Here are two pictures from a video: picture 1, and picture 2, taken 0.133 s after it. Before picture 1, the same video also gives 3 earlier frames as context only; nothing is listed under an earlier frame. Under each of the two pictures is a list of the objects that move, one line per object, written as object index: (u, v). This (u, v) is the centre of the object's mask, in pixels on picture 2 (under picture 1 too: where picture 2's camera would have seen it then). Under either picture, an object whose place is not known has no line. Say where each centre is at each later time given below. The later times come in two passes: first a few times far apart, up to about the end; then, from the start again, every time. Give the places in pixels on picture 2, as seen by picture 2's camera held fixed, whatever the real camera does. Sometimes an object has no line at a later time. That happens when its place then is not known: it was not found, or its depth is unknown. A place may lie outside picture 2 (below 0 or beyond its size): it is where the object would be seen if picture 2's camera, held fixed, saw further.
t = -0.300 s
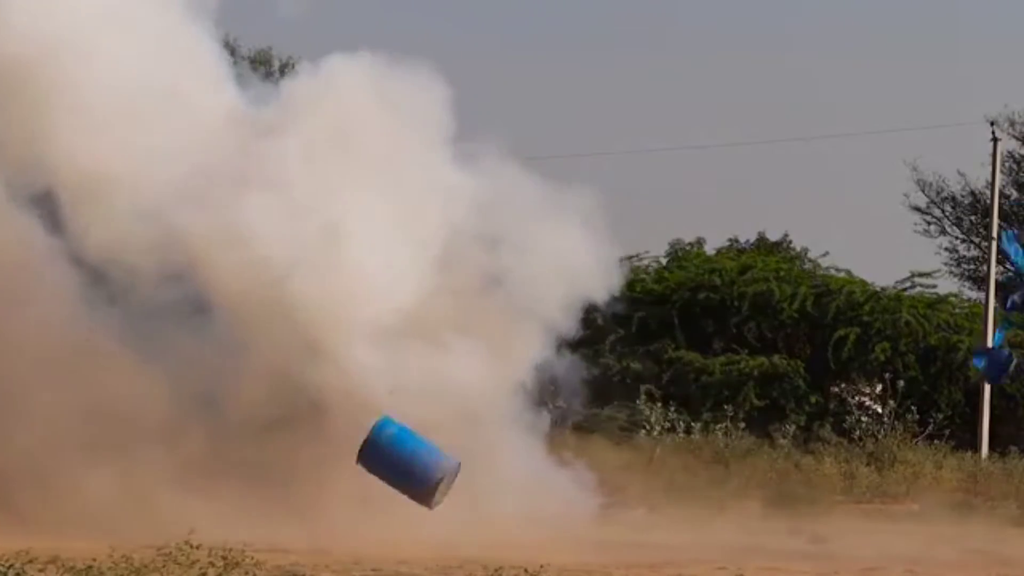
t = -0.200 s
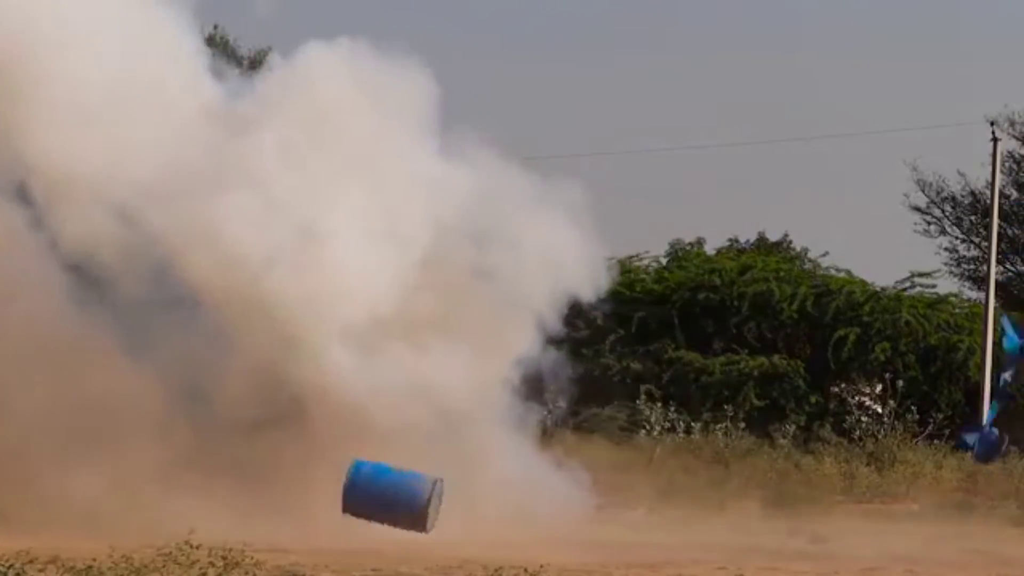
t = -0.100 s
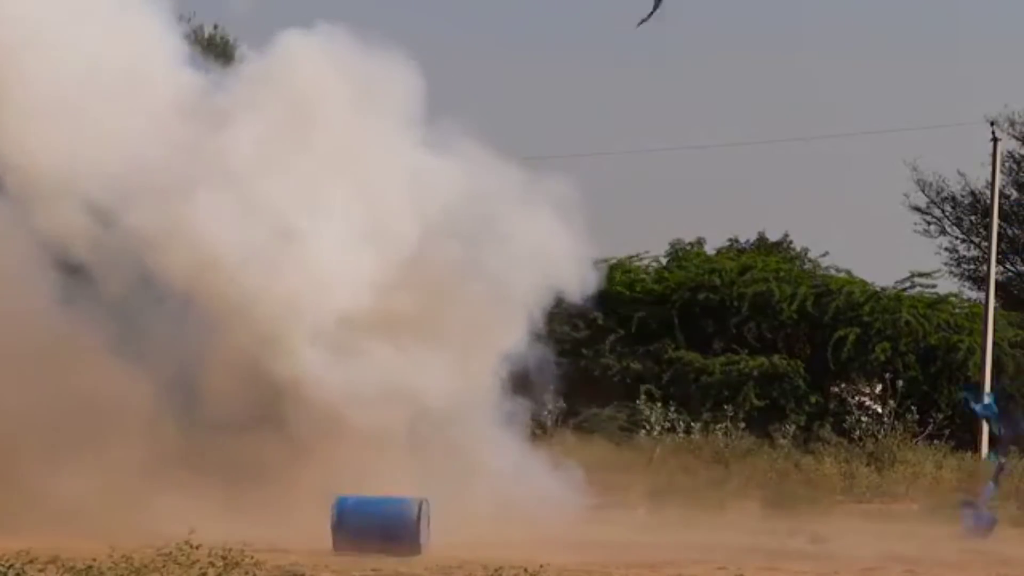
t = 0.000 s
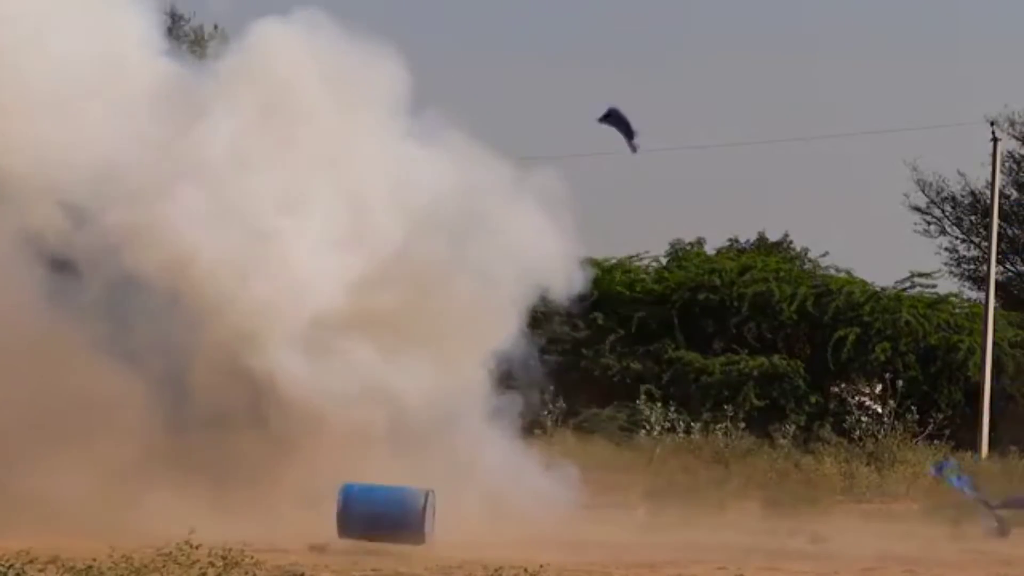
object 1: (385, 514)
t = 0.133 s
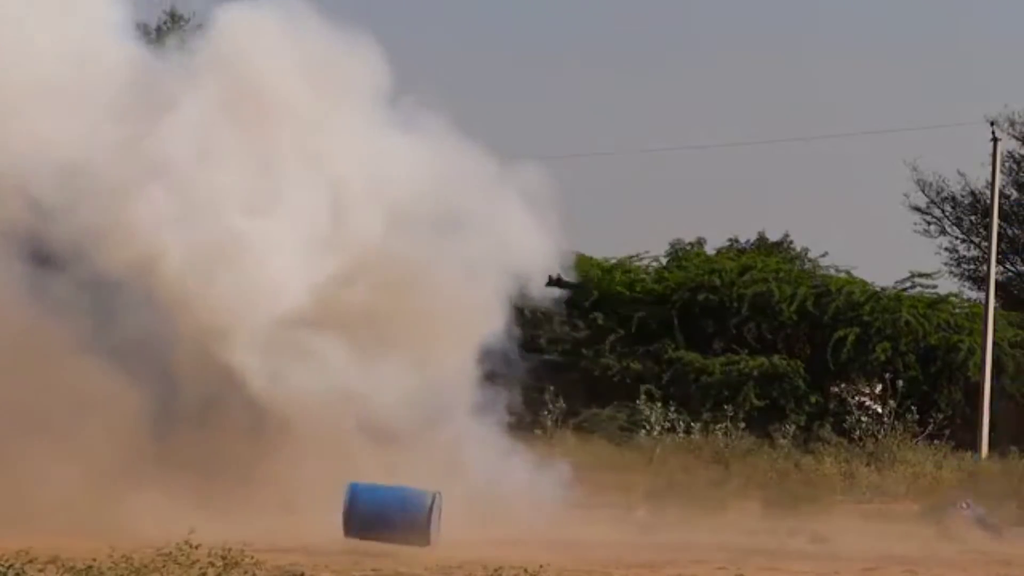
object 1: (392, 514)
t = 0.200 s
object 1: (394, 520)
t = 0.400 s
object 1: (395, 523)
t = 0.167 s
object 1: (393, 517)
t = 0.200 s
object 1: (394, 520)
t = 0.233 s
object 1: (395, 523)
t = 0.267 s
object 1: (394, 524)
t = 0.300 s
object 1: (394, 525)
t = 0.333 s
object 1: (394, 524)
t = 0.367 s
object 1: (395, 523)
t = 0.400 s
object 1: (395, 523)
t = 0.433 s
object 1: (395, 524)
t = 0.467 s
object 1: (396, 524)
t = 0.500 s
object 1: (395, 524)
